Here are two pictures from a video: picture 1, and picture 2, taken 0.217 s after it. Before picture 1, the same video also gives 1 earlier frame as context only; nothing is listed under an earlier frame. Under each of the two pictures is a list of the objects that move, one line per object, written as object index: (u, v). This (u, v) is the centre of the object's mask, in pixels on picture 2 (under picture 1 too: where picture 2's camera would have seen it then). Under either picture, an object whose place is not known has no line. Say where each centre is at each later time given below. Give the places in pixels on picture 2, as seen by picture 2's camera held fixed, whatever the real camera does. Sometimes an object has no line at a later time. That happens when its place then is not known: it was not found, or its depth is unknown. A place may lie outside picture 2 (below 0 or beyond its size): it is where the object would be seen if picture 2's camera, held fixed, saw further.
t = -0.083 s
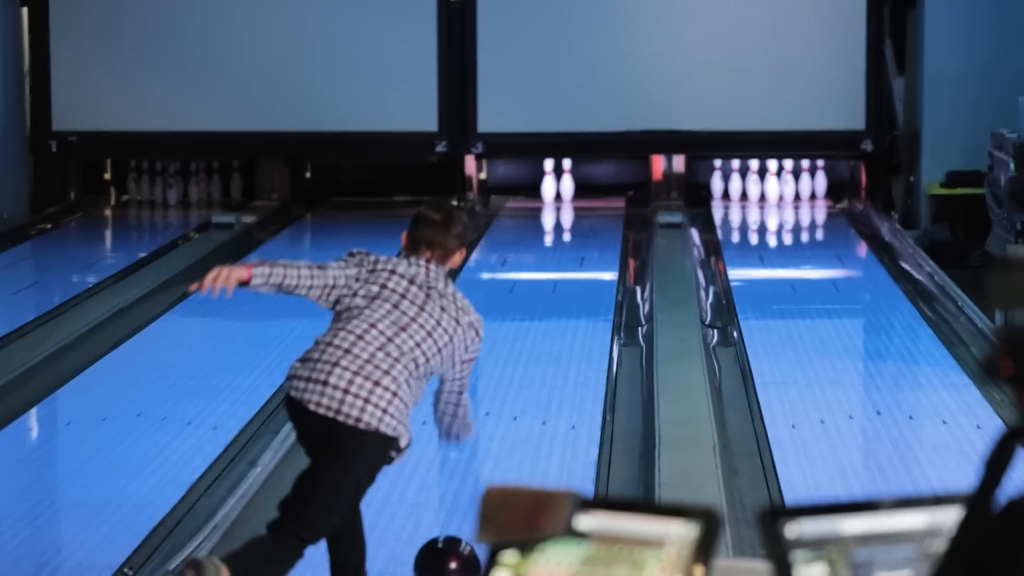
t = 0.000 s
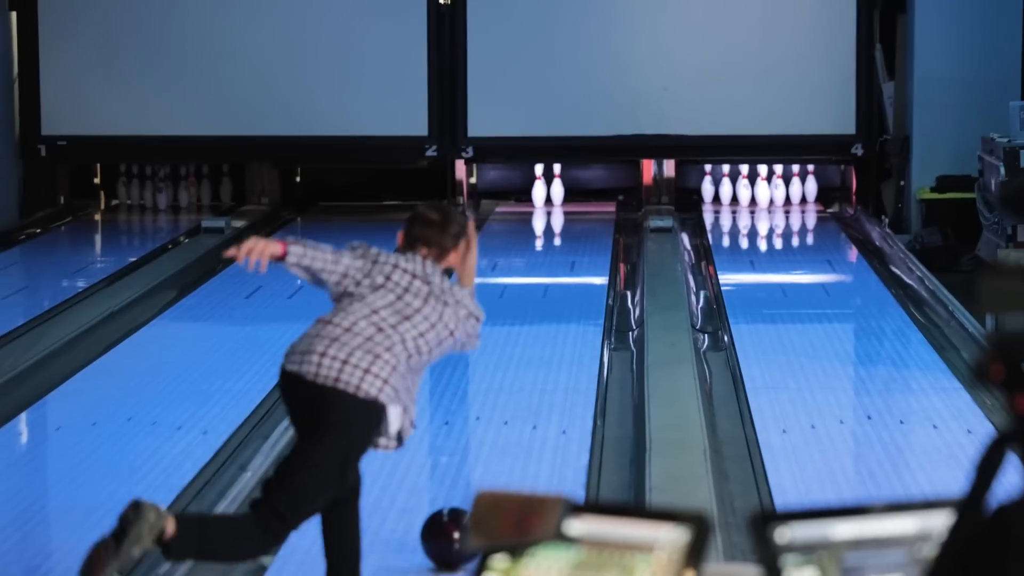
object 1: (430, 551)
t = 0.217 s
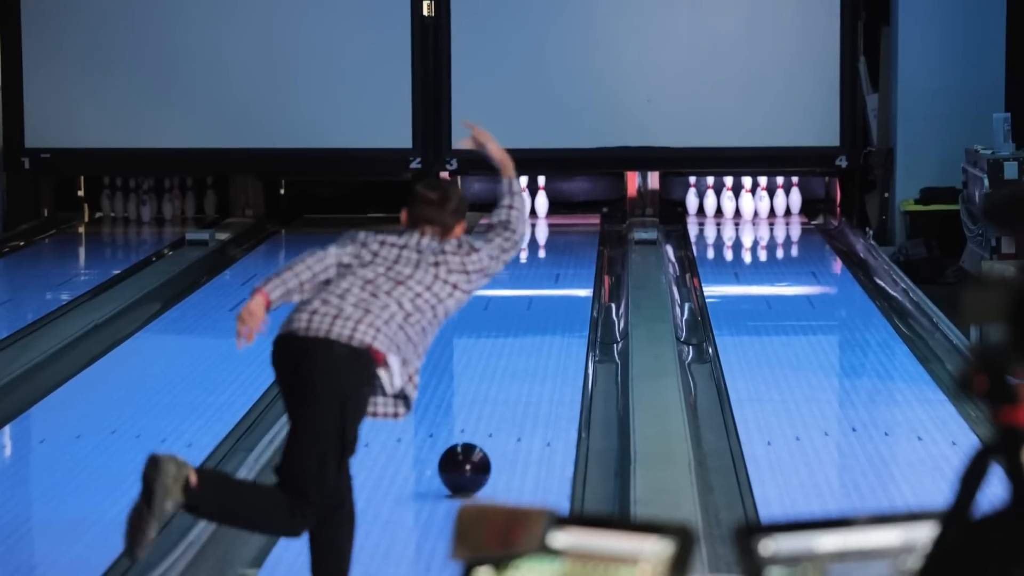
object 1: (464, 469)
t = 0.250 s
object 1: (468, 458)
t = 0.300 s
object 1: (473, 443)
